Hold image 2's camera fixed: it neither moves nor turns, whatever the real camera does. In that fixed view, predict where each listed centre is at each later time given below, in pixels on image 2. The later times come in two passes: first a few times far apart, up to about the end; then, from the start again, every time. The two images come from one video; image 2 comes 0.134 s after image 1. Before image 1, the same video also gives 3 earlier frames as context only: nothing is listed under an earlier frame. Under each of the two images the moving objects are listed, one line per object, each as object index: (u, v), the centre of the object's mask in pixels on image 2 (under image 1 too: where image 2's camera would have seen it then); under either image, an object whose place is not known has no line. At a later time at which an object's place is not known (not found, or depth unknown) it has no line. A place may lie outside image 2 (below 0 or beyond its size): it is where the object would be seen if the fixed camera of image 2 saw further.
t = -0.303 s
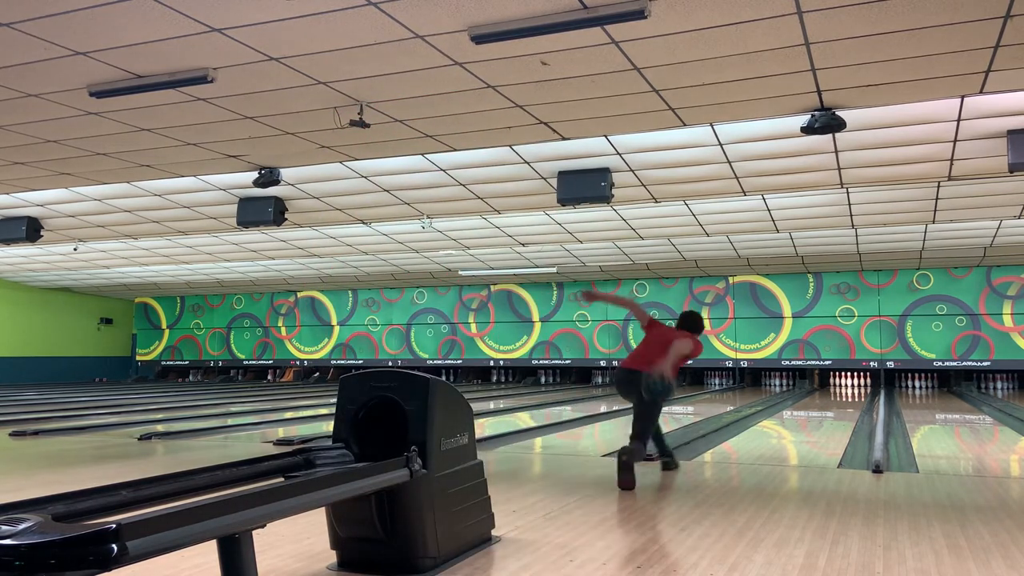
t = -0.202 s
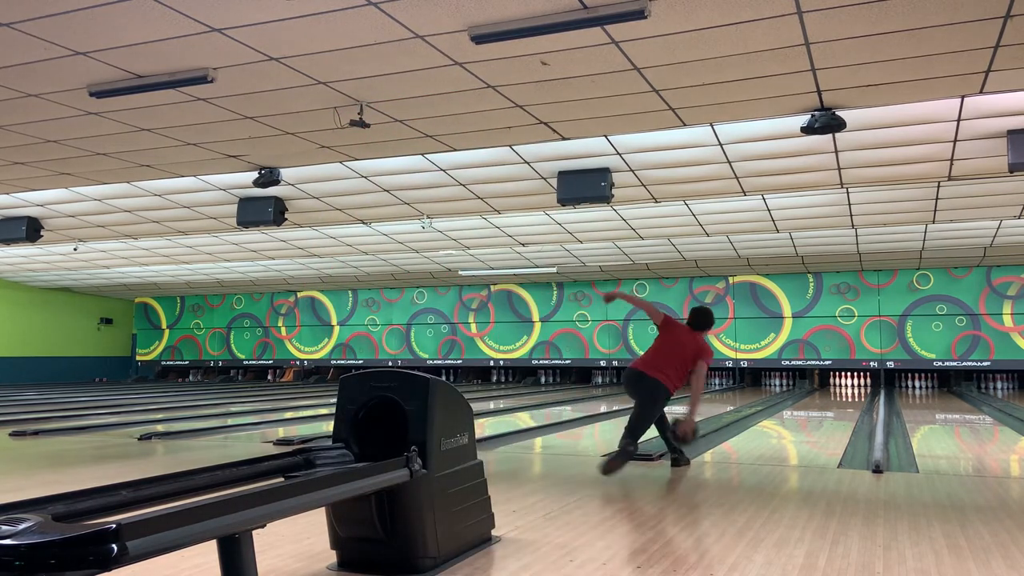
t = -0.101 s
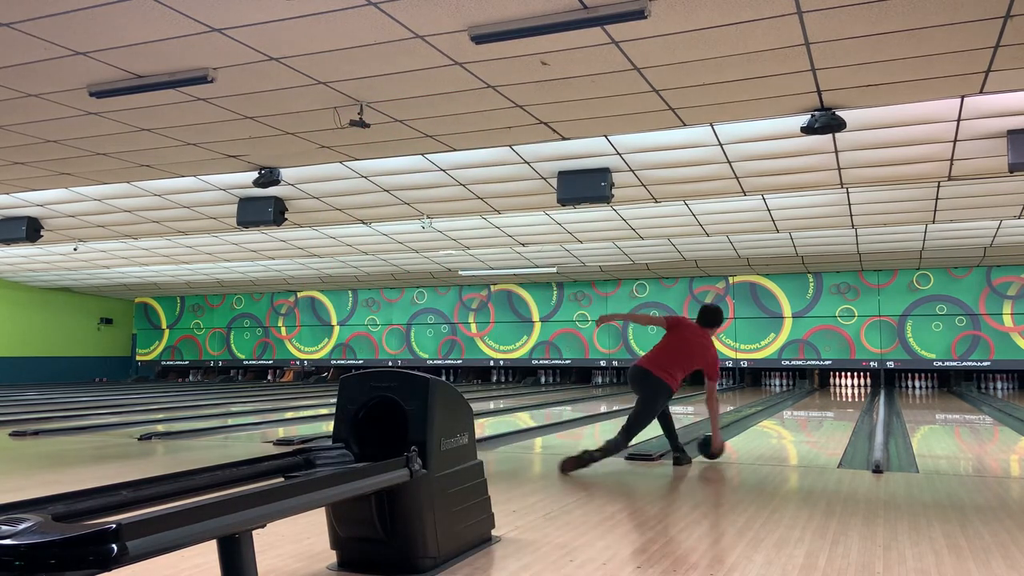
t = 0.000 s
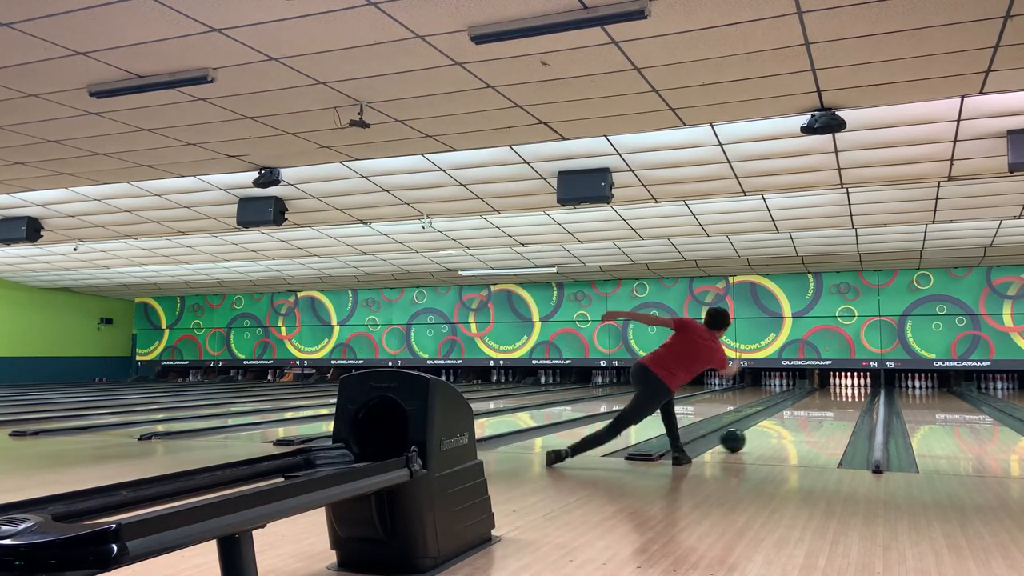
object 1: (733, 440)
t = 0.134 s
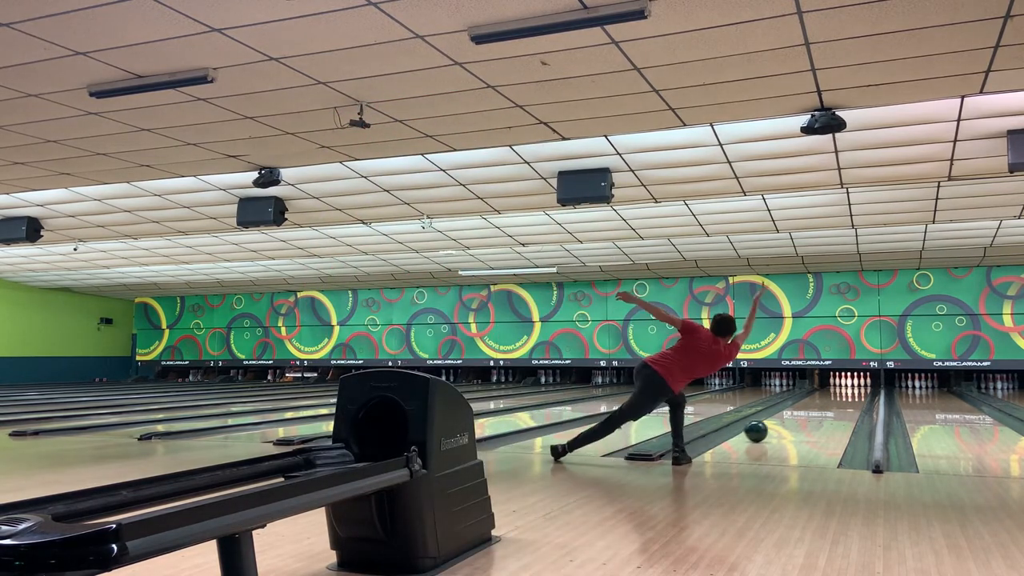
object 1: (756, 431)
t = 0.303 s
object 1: (779, 422)
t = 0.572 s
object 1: (805, 412)
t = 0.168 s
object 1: (761, 429)
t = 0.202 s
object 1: (766, 427)
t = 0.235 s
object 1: (770, 425)
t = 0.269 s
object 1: (775, 423)
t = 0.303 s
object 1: (779, 422)
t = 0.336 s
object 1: (783, 420)
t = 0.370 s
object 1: (786, 419)
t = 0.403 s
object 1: (790, 417)
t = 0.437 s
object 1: (794, 416)
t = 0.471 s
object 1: (796, 415)
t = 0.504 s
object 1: (800, 414)
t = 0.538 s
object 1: (803, 413)
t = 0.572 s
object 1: (805, 412)
